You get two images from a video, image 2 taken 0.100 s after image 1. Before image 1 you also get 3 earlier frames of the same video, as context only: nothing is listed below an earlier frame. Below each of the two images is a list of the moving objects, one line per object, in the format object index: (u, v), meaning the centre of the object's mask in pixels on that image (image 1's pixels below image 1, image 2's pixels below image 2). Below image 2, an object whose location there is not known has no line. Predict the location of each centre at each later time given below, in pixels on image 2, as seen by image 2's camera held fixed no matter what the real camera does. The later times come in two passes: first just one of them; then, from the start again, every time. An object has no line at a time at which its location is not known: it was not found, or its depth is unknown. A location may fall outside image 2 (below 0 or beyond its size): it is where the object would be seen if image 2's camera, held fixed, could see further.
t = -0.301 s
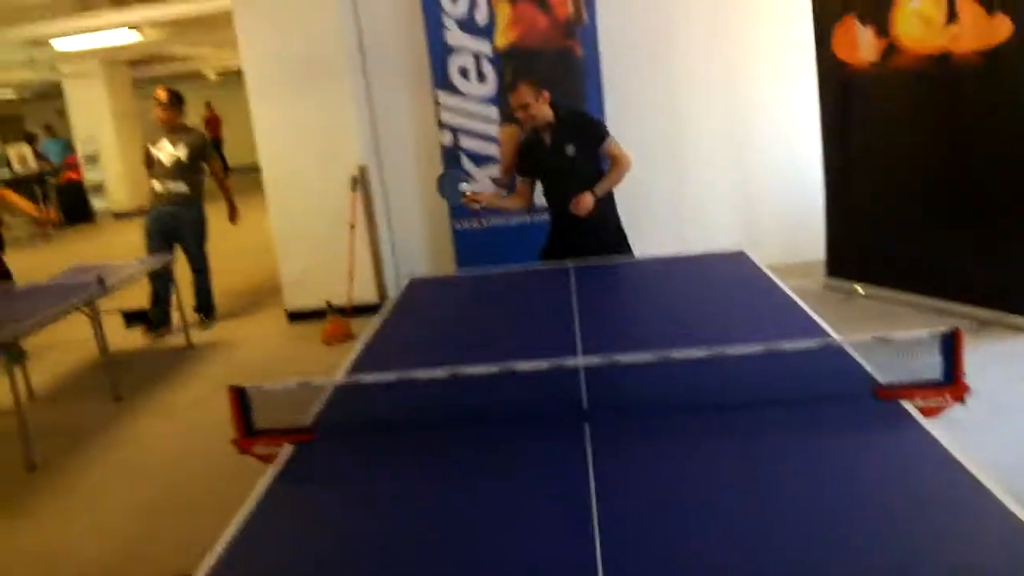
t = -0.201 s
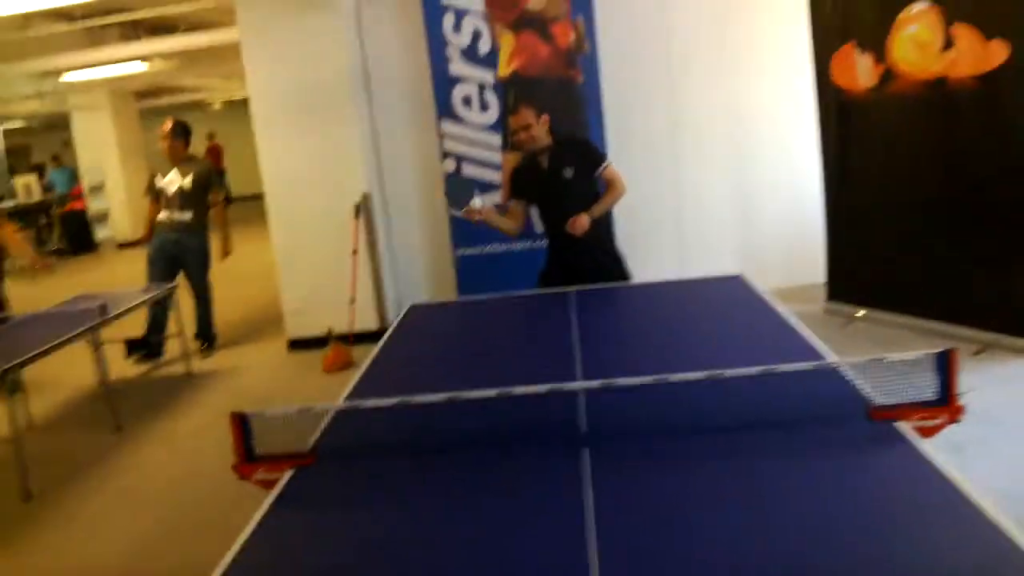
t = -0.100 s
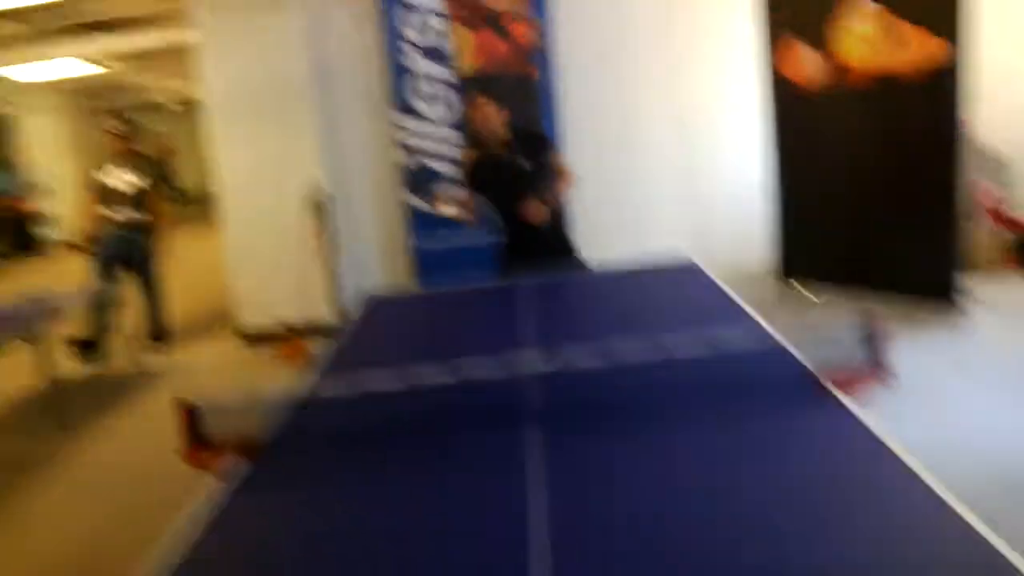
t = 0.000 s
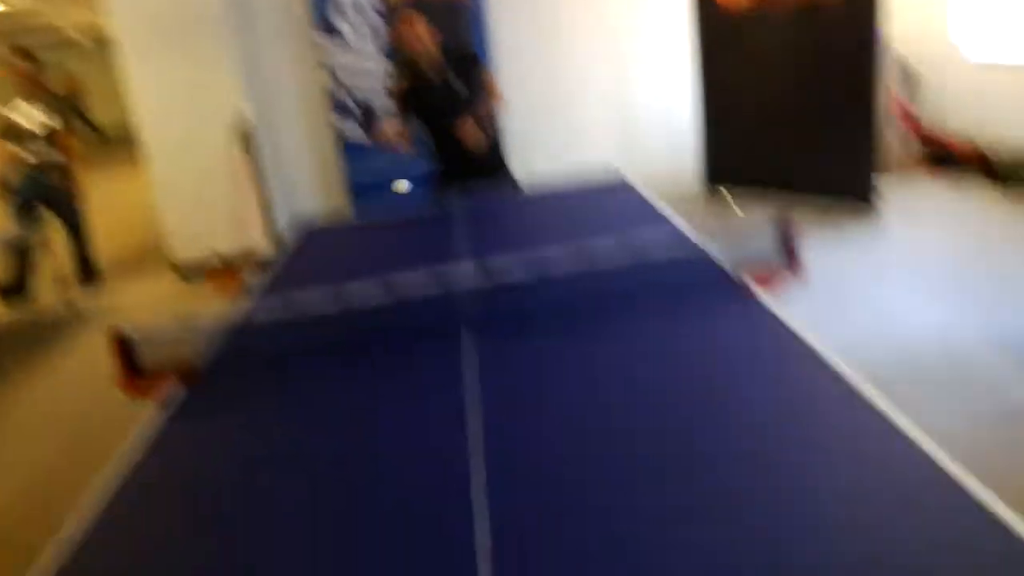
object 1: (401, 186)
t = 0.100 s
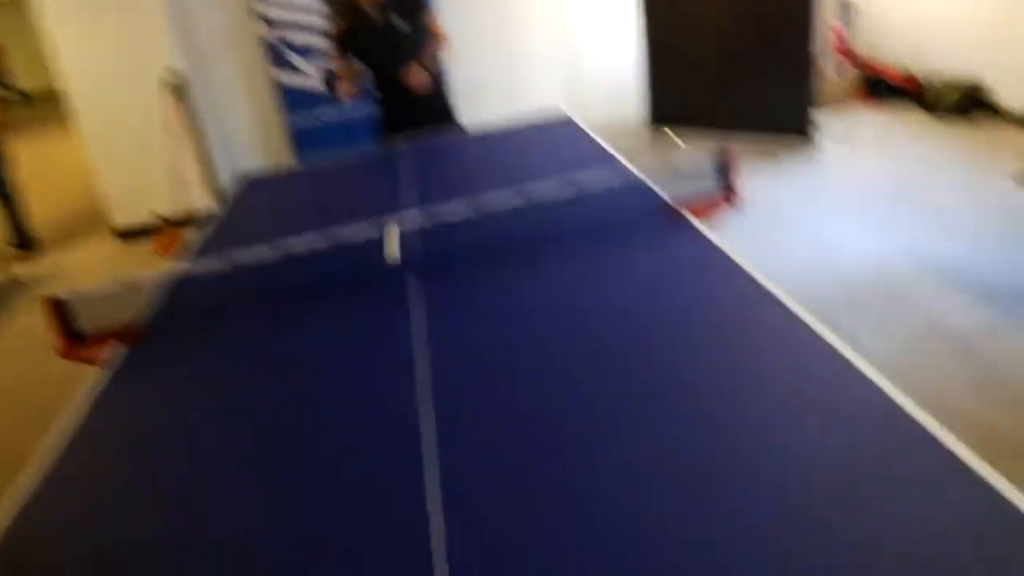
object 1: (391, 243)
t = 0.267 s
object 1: (449, 276)
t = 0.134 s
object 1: (414, 296)
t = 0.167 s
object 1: (433, 329)
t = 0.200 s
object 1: (436, 310)
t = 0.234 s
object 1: (441, 291)
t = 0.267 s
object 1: (449, 276)
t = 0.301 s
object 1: (459, 264)
